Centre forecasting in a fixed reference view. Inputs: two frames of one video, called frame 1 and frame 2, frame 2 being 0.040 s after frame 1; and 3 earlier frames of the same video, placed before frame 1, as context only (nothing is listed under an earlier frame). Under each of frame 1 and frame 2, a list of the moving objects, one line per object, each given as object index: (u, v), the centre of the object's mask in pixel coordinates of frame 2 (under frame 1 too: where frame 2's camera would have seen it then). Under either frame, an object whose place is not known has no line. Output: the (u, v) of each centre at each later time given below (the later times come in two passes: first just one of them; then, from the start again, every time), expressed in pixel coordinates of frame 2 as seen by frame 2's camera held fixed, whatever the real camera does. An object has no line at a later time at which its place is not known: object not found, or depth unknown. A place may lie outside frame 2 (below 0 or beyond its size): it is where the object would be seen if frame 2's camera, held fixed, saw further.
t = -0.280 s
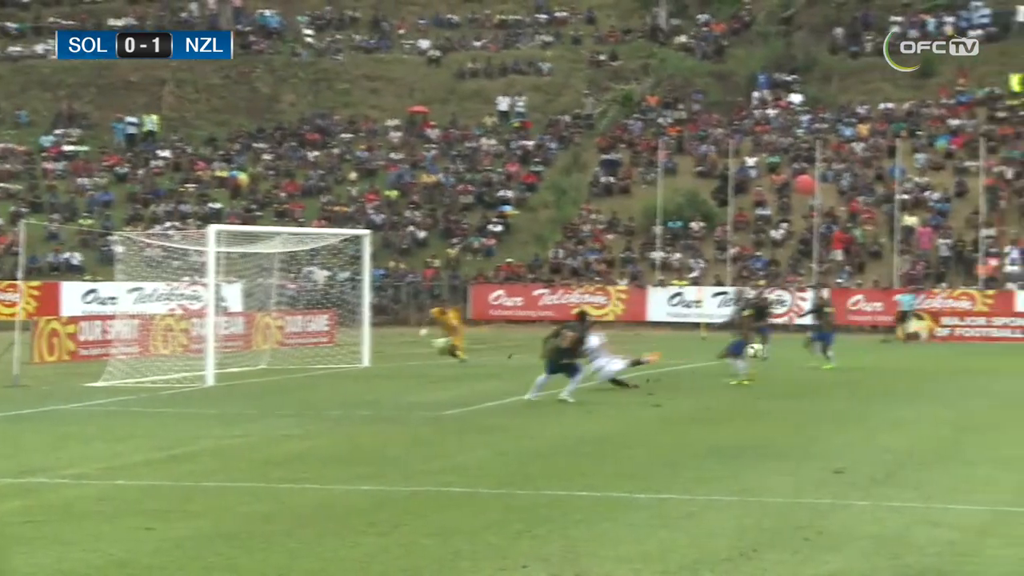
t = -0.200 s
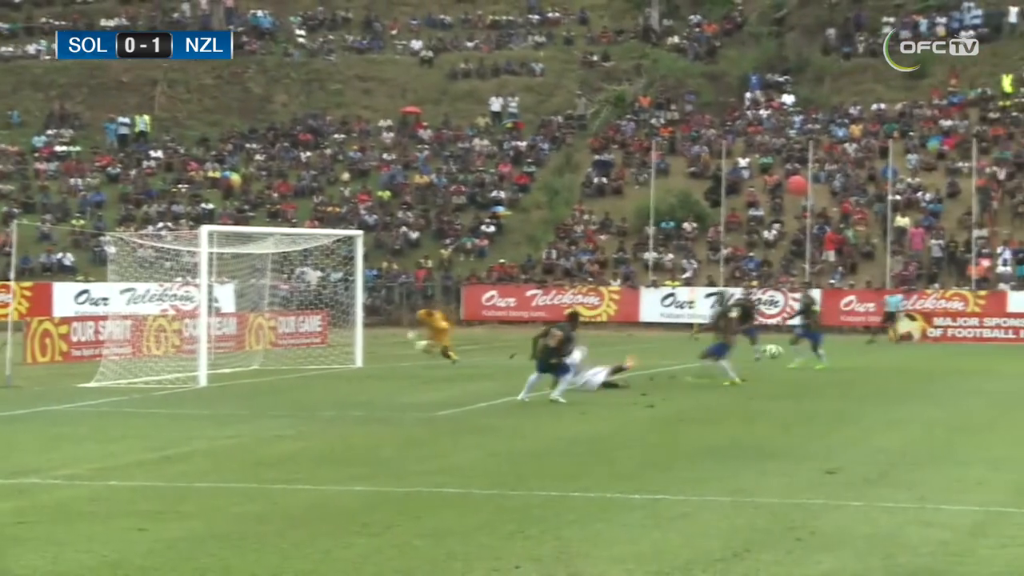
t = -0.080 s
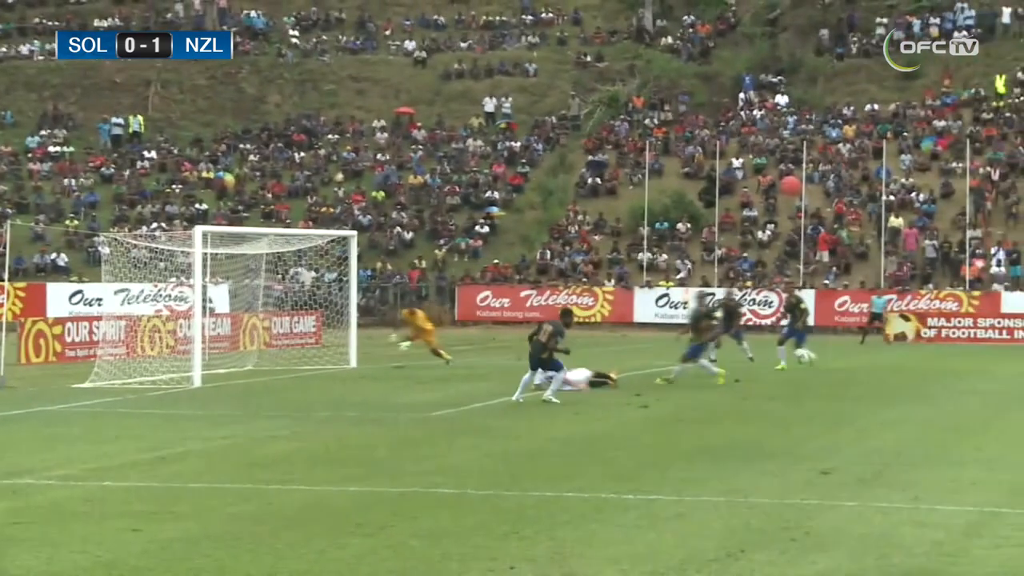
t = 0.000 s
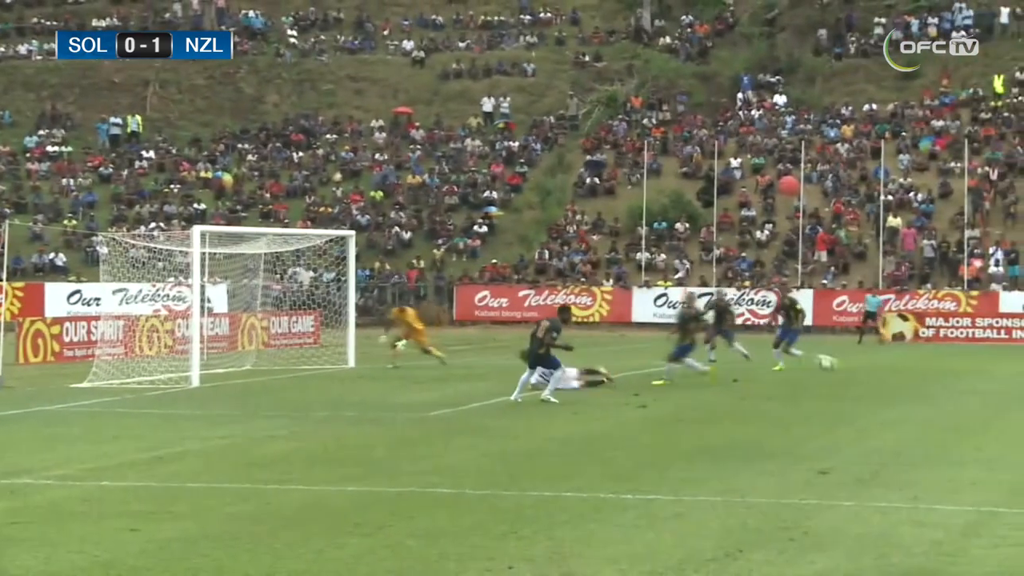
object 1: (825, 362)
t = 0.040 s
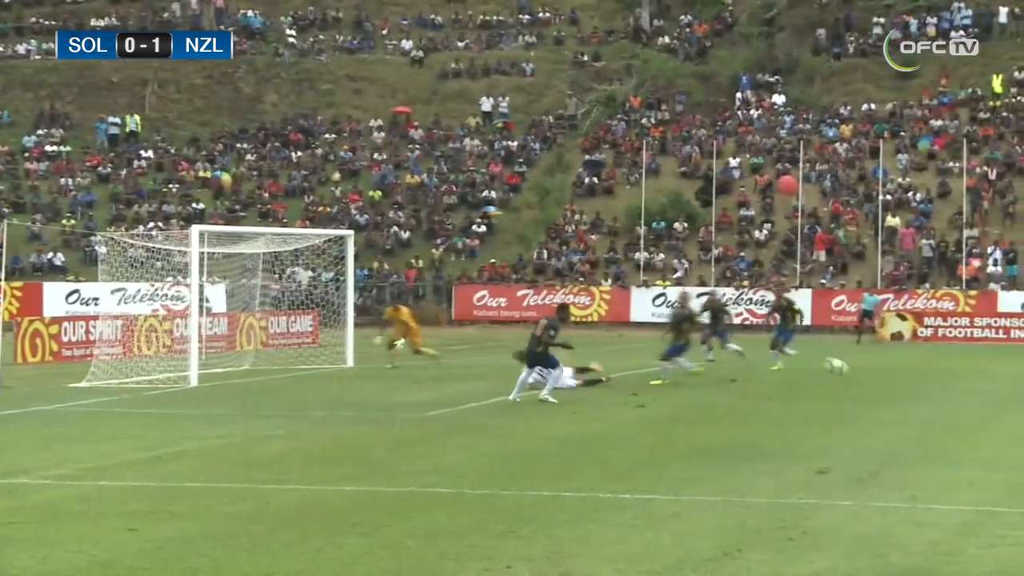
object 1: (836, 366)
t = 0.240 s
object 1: (898, 398)
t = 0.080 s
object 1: (848, 370)
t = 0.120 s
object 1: (860, 376)
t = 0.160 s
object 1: (872, 382)
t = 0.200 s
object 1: (886, 389)
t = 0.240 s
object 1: (898, 398)
